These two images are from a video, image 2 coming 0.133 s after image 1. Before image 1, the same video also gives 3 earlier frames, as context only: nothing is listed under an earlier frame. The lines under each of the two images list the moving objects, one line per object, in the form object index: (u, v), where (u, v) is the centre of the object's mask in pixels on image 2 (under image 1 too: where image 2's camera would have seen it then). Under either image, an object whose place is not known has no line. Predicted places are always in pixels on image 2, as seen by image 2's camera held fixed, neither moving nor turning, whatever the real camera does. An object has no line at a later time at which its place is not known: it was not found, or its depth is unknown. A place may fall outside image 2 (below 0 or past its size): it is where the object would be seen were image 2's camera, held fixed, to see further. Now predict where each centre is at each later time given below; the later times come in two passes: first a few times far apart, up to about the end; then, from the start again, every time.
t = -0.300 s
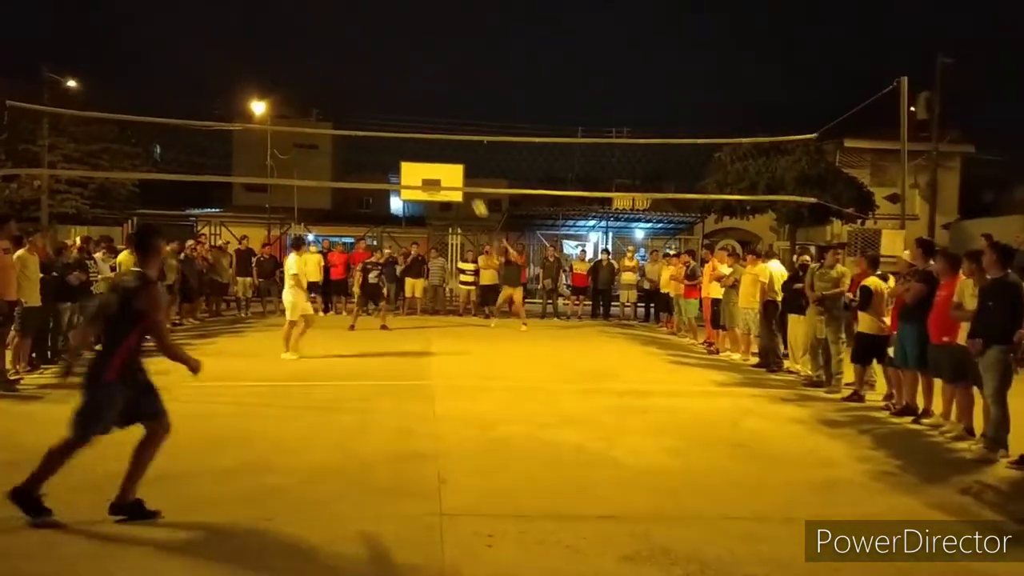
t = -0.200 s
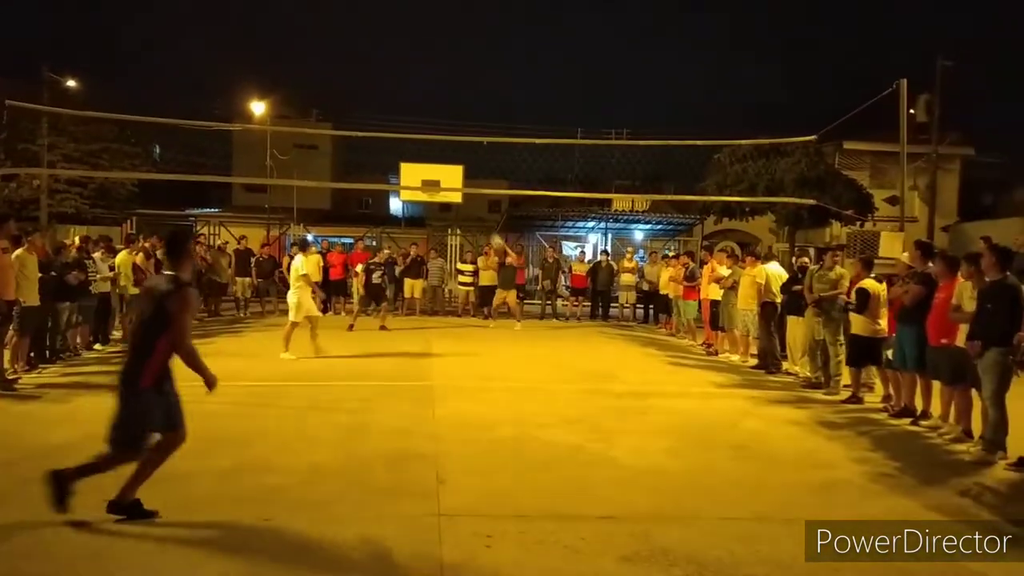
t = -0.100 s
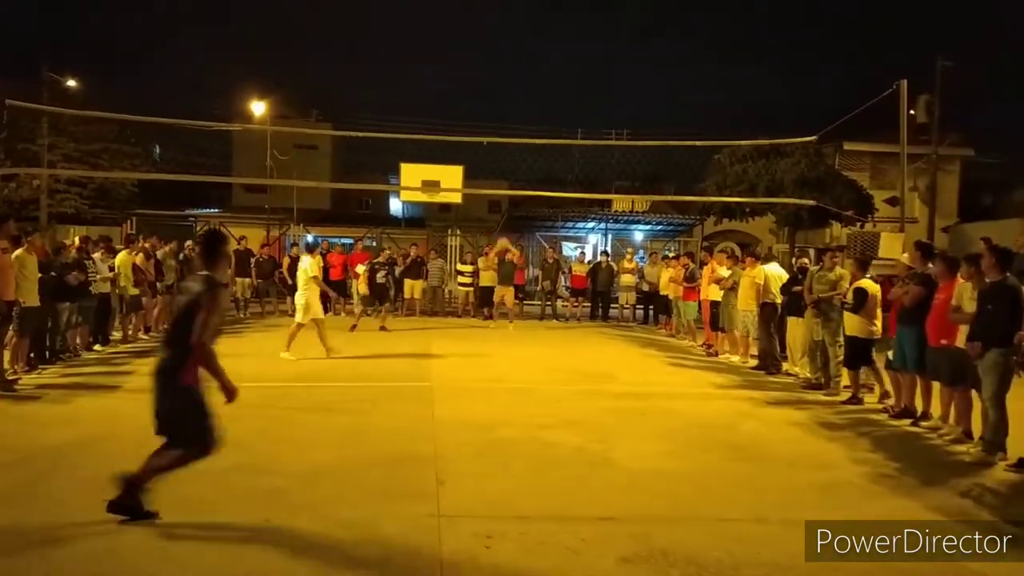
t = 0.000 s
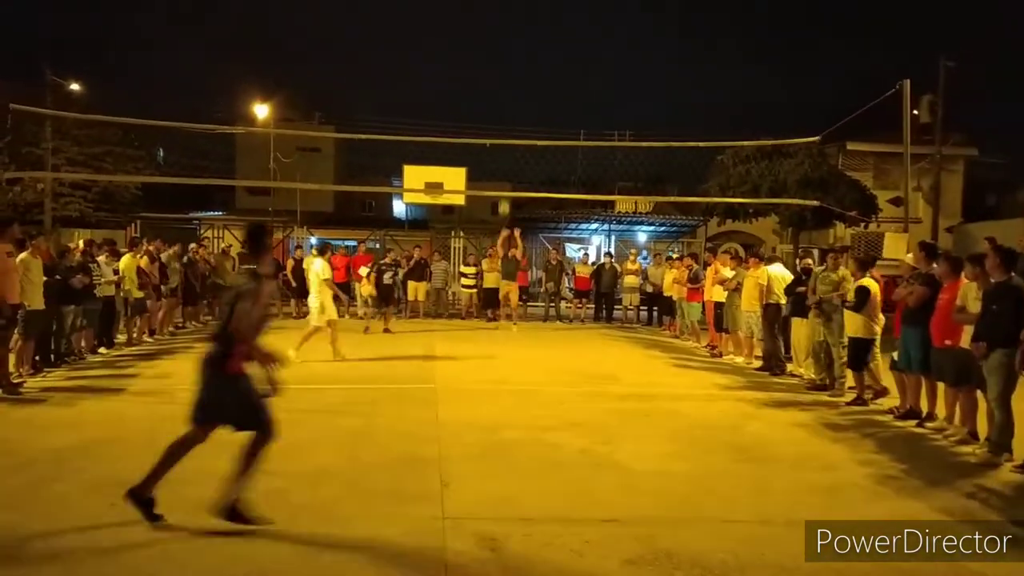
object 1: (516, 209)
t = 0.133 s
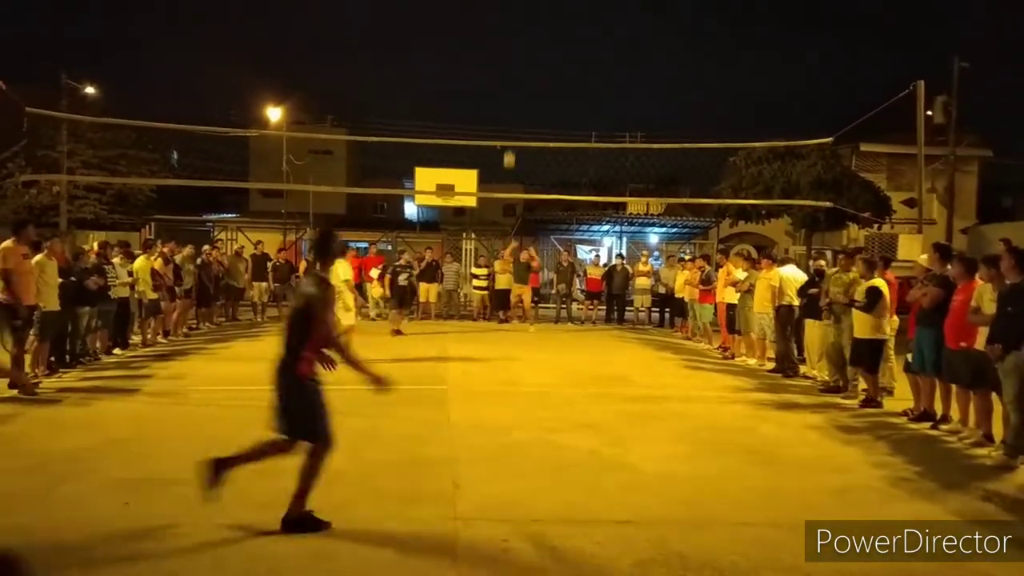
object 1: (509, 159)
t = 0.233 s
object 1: (504, 126)
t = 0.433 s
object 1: (493, 70)
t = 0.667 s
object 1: (479, 27)
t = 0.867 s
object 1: (465, 13)
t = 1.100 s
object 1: (445, 33)
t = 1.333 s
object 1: (422, 95)
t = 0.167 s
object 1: (507, 149)
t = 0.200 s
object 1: (506, 135)
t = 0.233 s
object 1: (504, 126)
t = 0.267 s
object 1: (503, 115)
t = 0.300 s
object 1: (501, 105)
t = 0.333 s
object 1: (499, 96)
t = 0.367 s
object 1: (497, 87)
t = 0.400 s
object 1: (495, 78)
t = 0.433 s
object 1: (493, 70)
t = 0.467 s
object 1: (492, 62)
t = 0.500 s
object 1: (489, 55)
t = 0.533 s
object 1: (487, 48)
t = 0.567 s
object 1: (485, 42)
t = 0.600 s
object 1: (483, 36)
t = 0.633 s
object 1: (481, 31)
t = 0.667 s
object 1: (479, 27)
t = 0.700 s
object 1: (477, 23)
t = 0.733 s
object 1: (474, 19)
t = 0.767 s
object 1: (472, 17)
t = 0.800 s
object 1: (469, 15)
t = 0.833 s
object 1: (467, 14)
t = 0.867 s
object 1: (465, 13)
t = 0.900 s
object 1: (462, 14)
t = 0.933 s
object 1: (459, 15)
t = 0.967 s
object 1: (456, 17)
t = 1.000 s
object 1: (453, 19)
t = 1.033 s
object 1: (451, 23)
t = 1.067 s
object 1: (448, 27)
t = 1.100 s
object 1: (445, 33)
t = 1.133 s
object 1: (441, 39)
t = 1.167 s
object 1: (438, 46)
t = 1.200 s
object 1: (435, 53)
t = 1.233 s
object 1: (432, 62)
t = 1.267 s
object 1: (429, 72)
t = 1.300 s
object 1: (425, 83)
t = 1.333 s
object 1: (422, 95)
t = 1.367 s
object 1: (418, 109)
